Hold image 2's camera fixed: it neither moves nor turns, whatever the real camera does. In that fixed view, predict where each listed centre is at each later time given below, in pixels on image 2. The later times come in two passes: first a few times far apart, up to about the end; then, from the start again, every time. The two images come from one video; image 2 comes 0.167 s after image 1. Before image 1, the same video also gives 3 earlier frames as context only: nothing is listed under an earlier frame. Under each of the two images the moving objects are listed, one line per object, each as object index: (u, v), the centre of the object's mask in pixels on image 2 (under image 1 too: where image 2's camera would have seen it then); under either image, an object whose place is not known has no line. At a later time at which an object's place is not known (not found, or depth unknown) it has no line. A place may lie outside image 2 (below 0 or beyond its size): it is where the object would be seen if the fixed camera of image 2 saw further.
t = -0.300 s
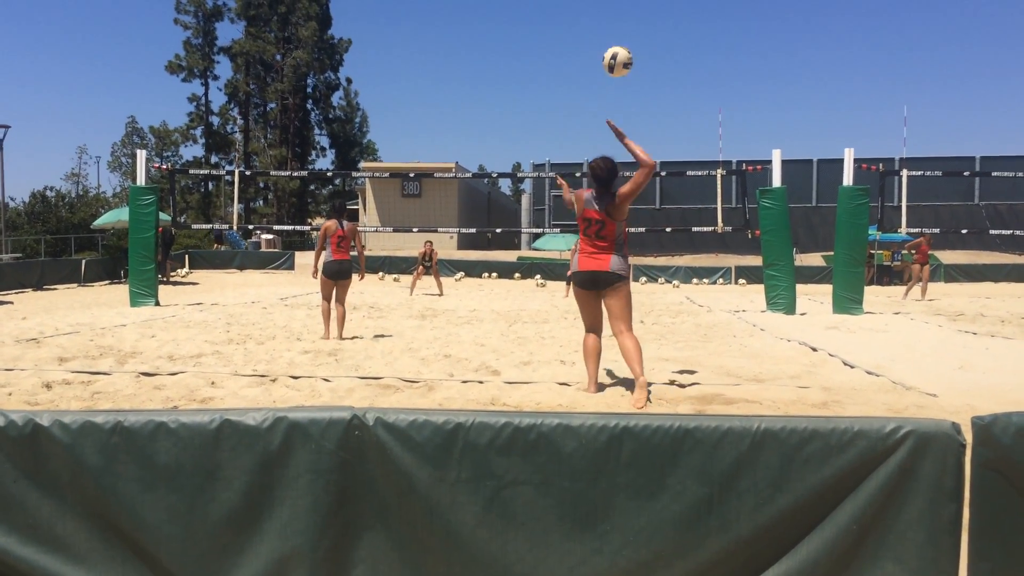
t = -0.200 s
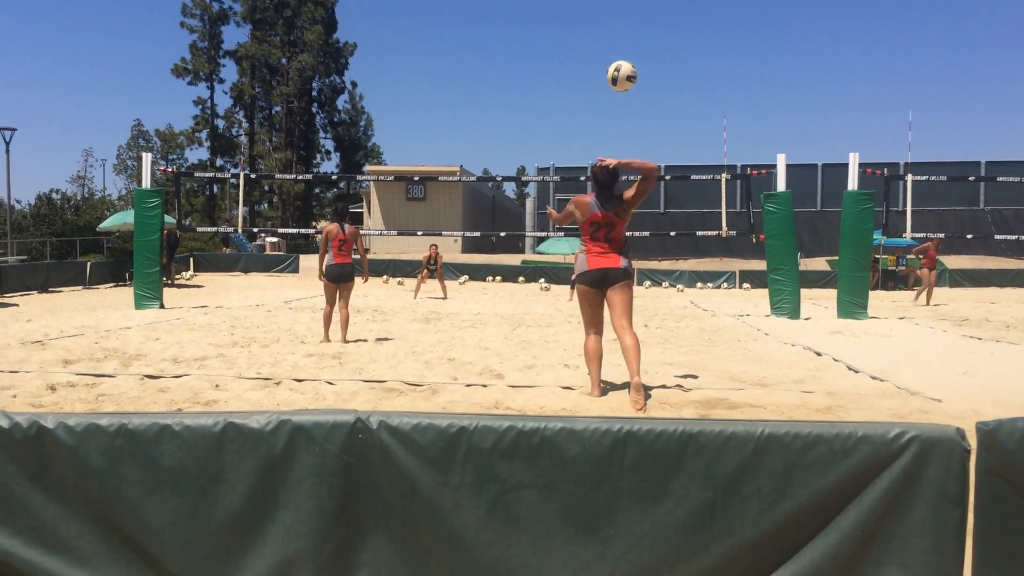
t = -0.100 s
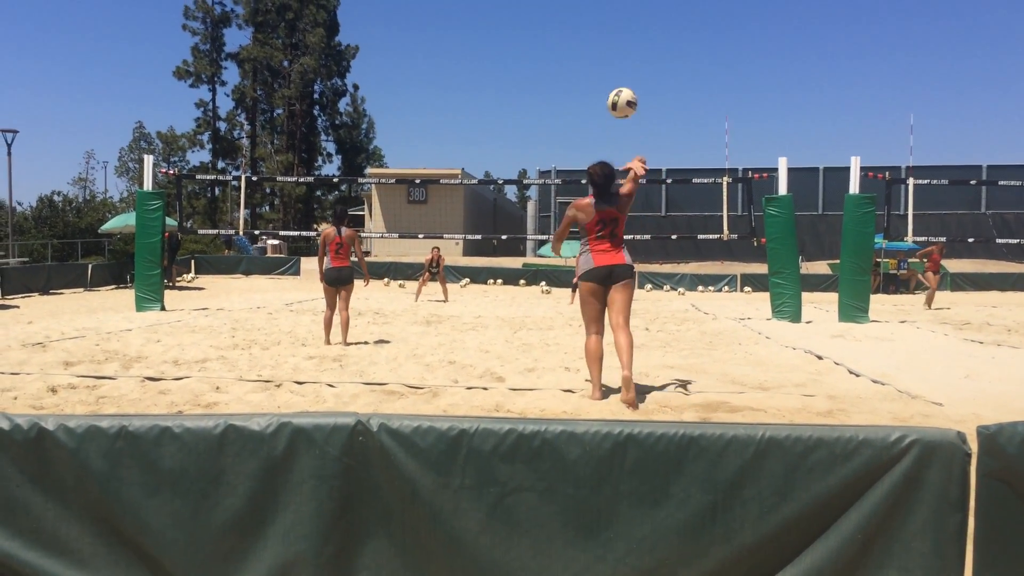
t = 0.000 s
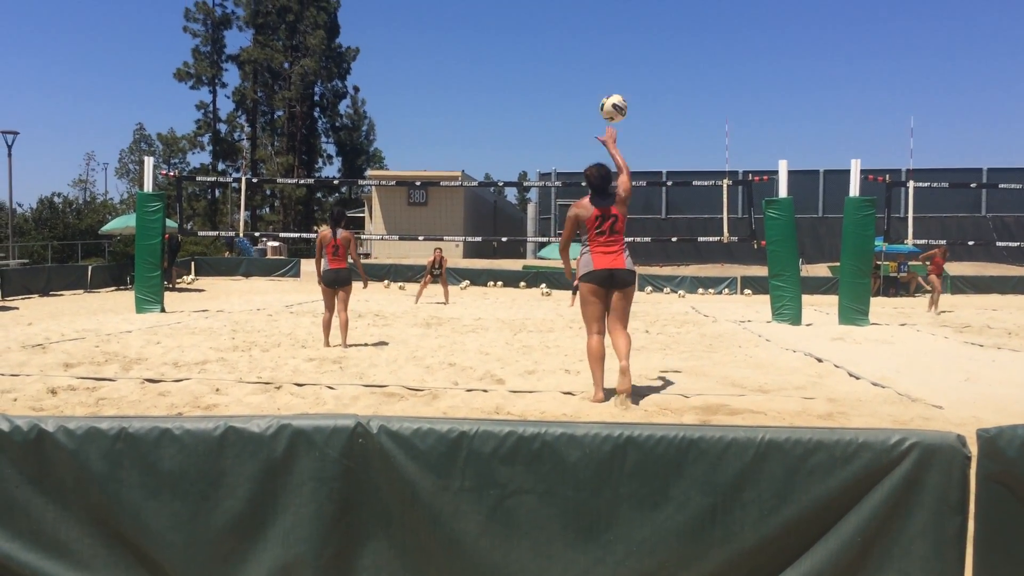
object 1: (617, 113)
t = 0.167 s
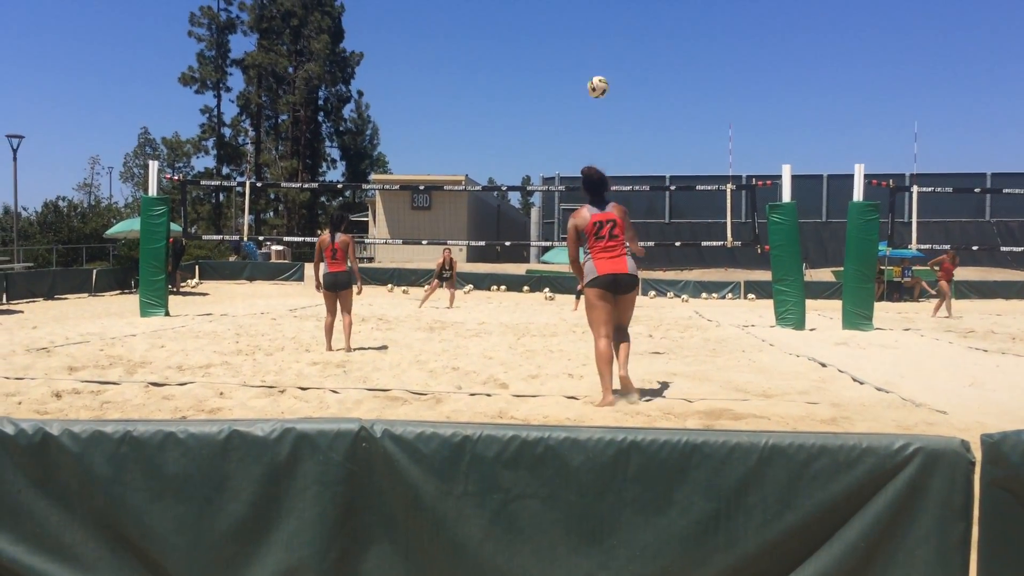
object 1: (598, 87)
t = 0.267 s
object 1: (593, 88)
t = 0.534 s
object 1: (587, 121)
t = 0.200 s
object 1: (596, 86)
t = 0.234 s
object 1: (594, 87)
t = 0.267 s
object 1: (593, 88)
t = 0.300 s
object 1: (592, 90)
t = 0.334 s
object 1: (591, 92)
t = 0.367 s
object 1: (590, 96)
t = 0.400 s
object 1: (590, 100)
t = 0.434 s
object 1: (590, 104)
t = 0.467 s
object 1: (588, 109)
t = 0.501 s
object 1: (587, 115)
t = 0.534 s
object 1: (587, 121)
